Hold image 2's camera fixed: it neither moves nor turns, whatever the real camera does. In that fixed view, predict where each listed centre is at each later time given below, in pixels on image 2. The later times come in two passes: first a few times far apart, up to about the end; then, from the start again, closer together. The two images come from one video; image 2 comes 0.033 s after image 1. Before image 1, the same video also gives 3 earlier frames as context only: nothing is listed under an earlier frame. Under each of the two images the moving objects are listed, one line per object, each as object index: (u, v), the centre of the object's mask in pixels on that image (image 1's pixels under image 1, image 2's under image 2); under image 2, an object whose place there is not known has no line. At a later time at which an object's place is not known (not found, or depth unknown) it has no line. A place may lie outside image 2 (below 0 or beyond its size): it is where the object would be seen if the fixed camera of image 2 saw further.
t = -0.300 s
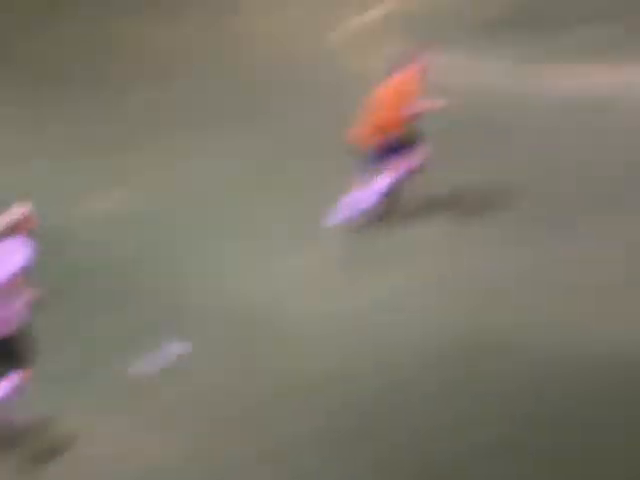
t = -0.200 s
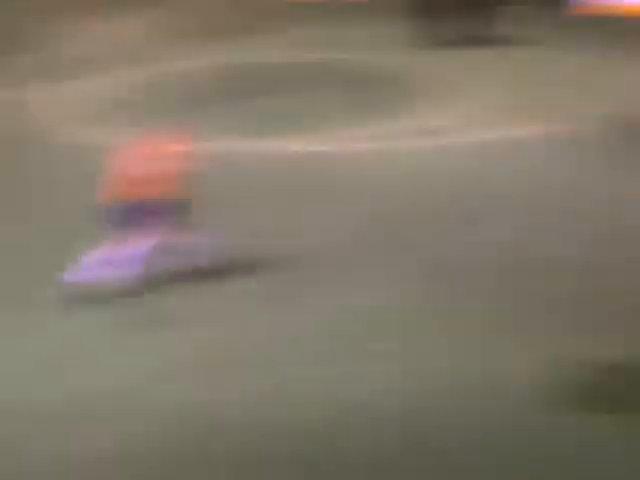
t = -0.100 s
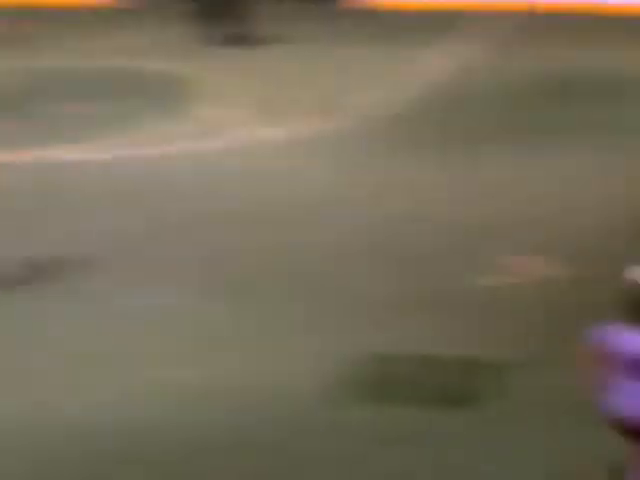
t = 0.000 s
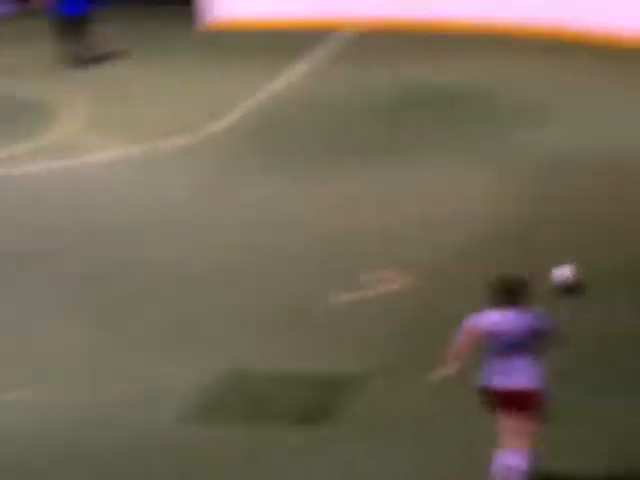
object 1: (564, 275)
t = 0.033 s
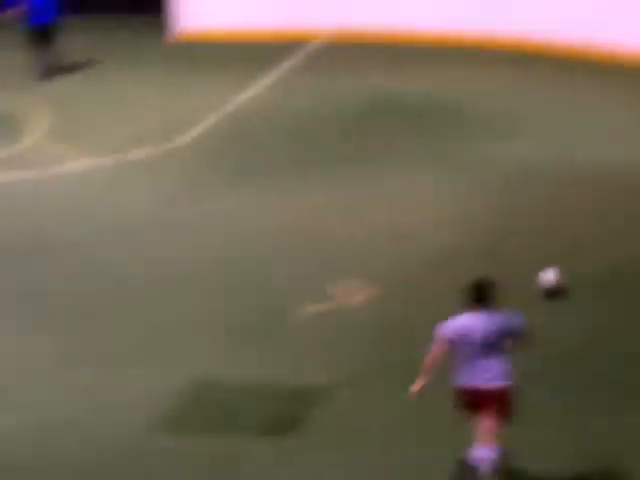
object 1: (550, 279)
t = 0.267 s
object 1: (671, 234)
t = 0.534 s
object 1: (783, 190)
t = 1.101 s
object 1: (783, 125)
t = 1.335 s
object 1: (730, 113)
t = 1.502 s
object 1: (700, 109)
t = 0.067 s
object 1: (570, 268)
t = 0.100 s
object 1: (589, 262)
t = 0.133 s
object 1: (605, 258)
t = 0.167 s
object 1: (623, 250)
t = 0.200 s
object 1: (641, 243)
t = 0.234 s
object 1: (654, 238)
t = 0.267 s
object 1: (671, 234)
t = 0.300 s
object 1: (686, 226)
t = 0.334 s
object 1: (700, 219)
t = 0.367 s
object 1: (715, 215)
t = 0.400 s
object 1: (728, 211)
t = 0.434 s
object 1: (742, 205)
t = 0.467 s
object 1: (756, 199)
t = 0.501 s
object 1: (770, 193)
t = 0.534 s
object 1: (783, 190)
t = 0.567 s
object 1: (796, 184)
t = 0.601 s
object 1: (807, 179)
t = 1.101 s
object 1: (783, 125)
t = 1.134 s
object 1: (777, 127)
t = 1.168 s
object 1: (765, 128)
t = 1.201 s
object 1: (755, 126)
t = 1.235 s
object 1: (750, 123)
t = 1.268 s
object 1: (743, 119)
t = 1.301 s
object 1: (737, 116)
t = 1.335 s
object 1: (730, 113)
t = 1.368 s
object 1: (724, 113)
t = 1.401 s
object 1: (718, 114)
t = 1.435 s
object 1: (711, 115)
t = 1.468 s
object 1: (704, 114)
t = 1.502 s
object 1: (700, 109)
